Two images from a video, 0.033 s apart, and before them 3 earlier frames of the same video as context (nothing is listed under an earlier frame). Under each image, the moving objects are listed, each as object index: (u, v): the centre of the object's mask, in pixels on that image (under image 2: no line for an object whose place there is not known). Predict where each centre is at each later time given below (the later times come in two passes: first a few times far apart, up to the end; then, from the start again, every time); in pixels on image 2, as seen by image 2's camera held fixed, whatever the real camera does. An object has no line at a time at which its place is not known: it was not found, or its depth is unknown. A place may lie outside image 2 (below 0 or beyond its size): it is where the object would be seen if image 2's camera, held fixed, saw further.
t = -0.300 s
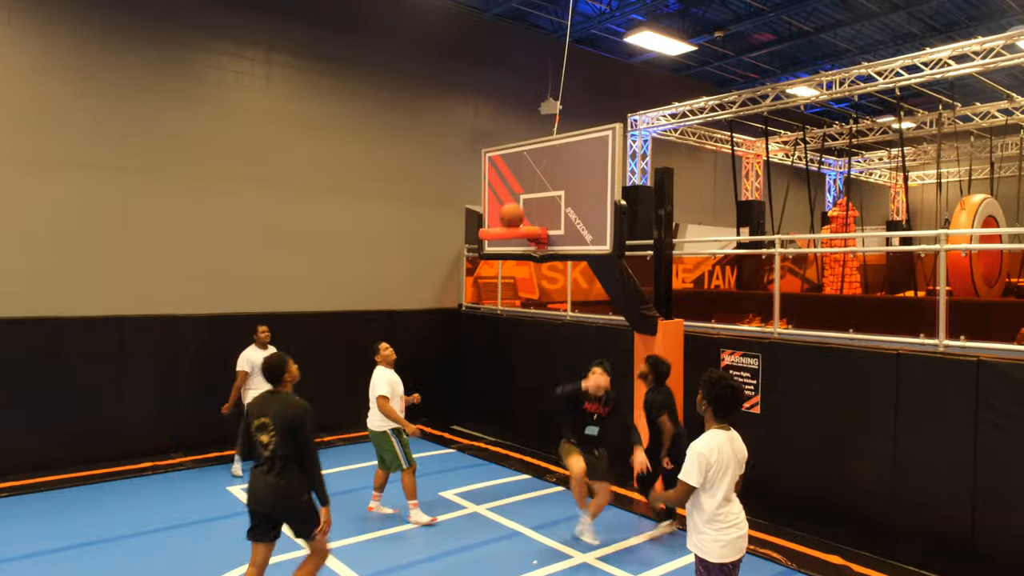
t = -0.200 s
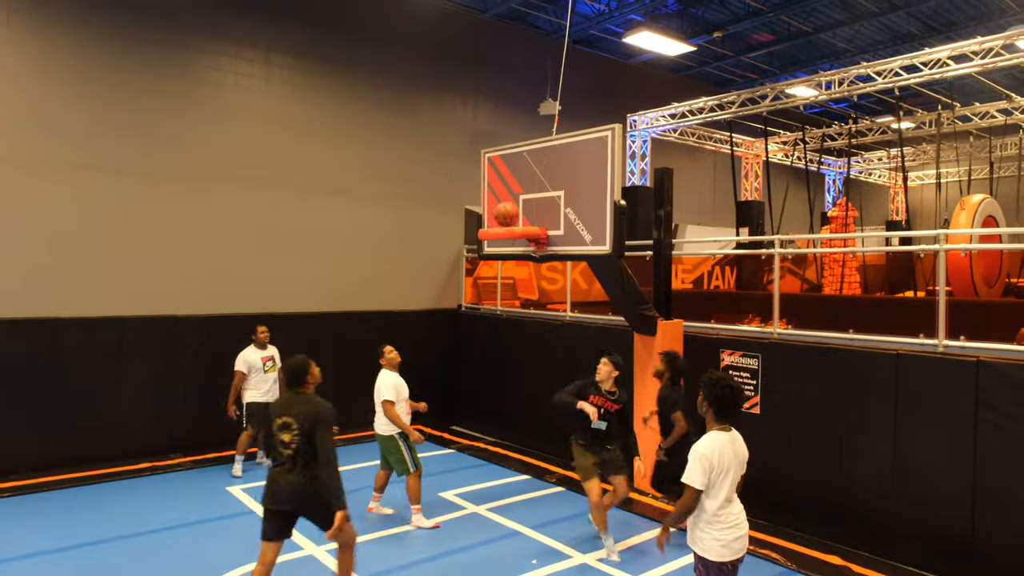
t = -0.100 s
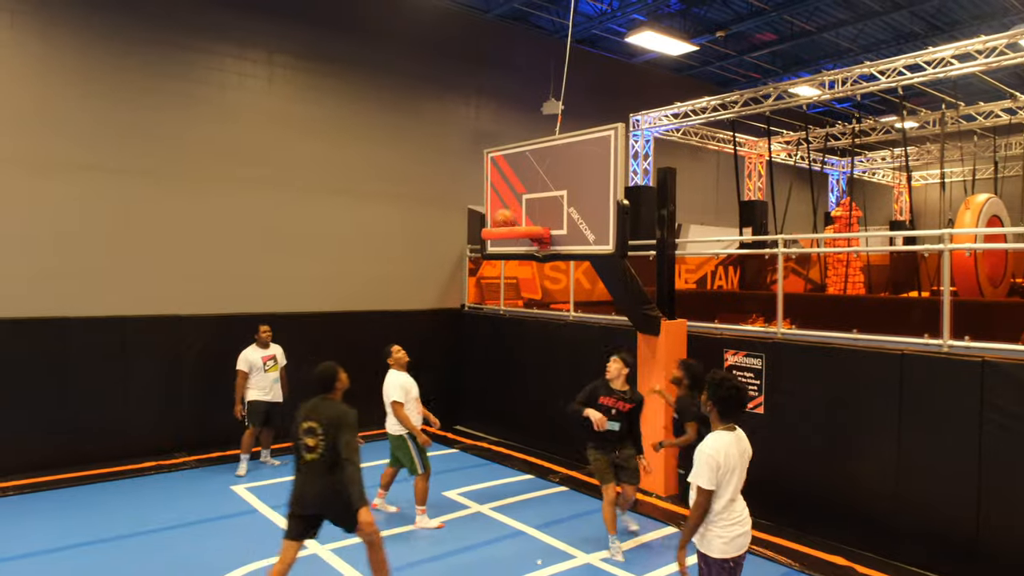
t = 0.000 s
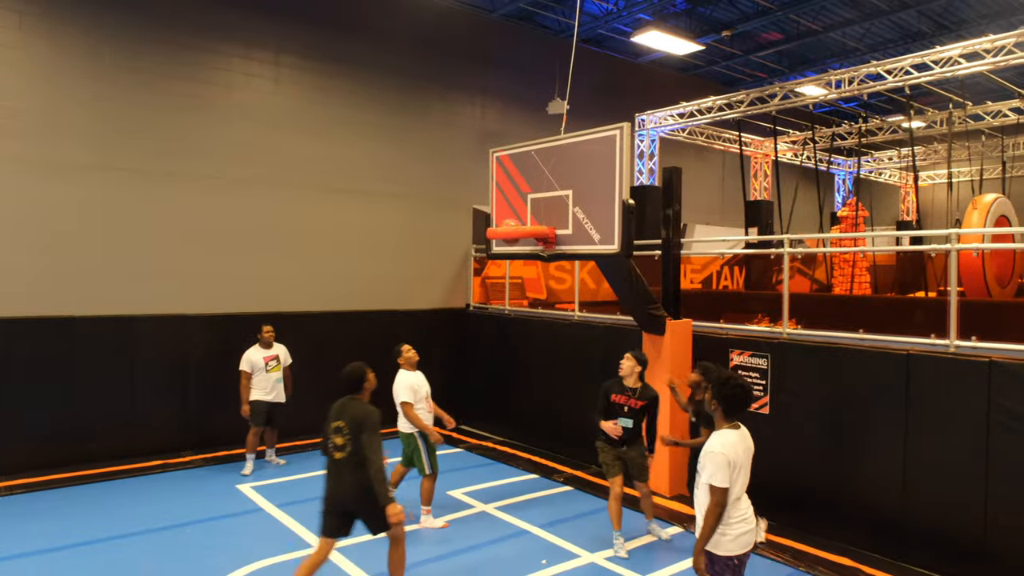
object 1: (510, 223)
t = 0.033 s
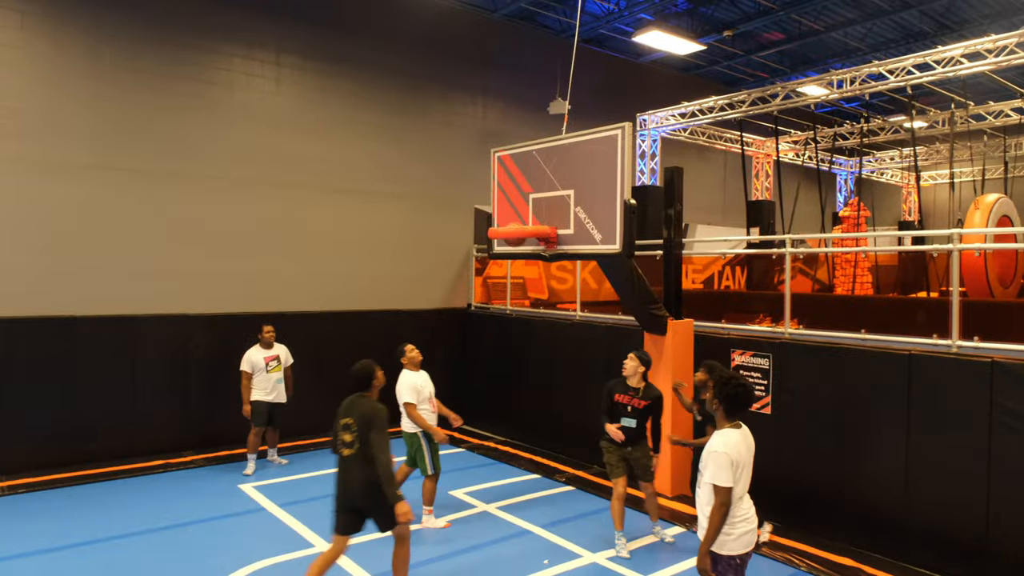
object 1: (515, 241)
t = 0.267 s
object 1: (533, 290)
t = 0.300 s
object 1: (534, 304)
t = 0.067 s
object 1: (517, 244)
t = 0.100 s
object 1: (520, 247)
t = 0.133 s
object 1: (522, 251)
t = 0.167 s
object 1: (525, 260)
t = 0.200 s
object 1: (527, 269)
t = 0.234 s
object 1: (531, 279)
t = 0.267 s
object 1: (533, 290)
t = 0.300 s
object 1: (534, 304)
